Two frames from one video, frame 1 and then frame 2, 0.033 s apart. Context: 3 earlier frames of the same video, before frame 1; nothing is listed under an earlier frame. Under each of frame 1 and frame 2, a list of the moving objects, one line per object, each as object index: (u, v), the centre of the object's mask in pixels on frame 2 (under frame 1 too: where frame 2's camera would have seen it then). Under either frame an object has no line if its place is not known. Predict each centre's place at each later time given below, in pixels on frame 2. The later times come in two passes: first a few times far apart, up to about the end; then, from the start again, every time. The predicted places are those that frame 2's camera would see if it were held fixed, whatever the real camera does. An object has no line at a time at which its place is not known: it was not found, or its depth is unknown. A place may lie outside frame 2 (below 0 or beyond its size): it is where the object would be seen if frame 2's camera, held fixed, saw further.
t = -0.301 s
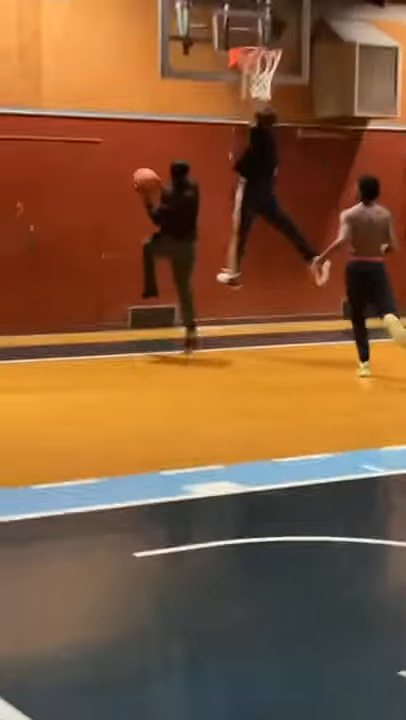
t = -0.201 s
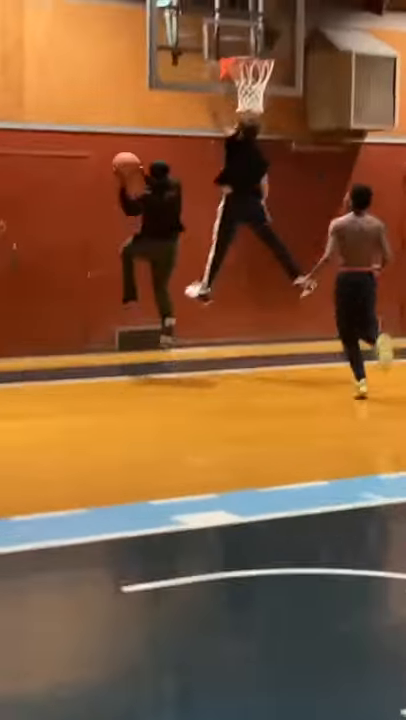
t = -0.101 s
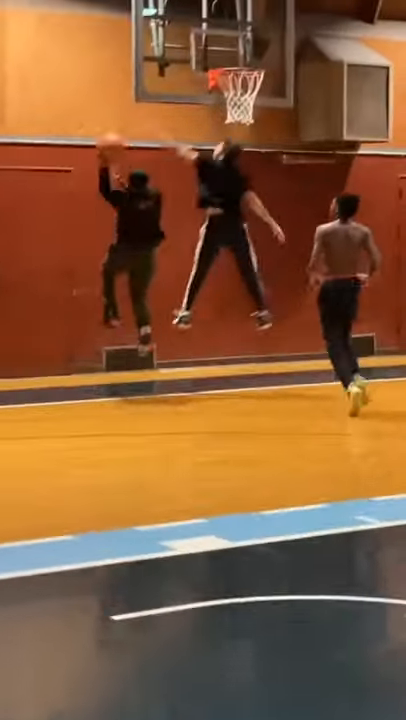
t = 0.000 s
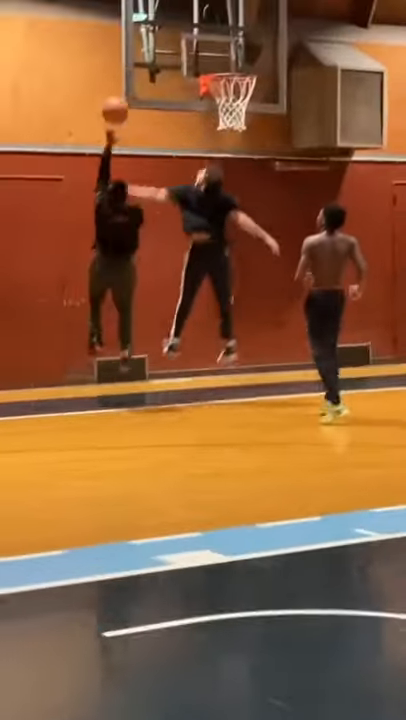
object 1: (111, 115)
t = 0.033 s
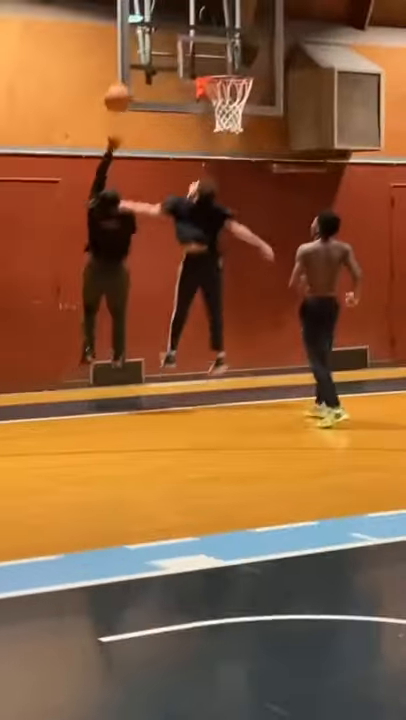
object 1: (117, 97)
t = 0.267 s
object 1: (156, 35)
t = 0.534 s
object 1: (208, 47)
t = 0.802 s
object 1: (245, 116)
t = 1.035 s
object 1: (243, 171)
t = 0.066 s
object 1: (123, 86)
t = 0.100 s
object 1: (127, 76)
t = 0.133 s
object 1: (132, 64)
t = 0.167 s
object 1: (138, 58)
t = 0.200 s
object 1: (143, 49)
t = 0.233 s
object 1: (149, 43)
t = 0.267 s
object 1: (156, 35)
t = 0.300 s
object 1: (162, 33)
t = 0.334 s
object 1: (168, 31)
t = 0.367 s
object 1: (172, 31)
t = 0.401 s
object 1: (181, 32)
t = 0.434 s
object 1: (189, 34)
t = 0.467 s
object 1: (194, 36)
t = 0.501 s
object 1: (199, 42)
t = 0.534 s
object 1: (208, 47)
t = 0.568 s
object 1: (215, 53)
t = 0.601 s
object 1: (224, 59)
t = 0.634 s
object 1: (230, 67)
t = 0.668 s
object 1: (237, 81)
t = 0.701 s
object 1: (244, 91)
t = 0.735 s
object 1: (248, 102)
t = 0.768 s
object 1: (251, 109)
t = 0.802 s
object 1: (245, 116)
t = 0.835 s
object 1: (246, 117)
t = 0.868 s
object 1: (245, 122)
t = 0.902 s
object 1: (245, 130)
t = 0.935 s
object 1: (246, 136)
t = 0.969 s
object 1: (245, 147)
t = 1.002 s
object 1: (244, 158)
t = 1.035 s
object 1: (243, 171)
